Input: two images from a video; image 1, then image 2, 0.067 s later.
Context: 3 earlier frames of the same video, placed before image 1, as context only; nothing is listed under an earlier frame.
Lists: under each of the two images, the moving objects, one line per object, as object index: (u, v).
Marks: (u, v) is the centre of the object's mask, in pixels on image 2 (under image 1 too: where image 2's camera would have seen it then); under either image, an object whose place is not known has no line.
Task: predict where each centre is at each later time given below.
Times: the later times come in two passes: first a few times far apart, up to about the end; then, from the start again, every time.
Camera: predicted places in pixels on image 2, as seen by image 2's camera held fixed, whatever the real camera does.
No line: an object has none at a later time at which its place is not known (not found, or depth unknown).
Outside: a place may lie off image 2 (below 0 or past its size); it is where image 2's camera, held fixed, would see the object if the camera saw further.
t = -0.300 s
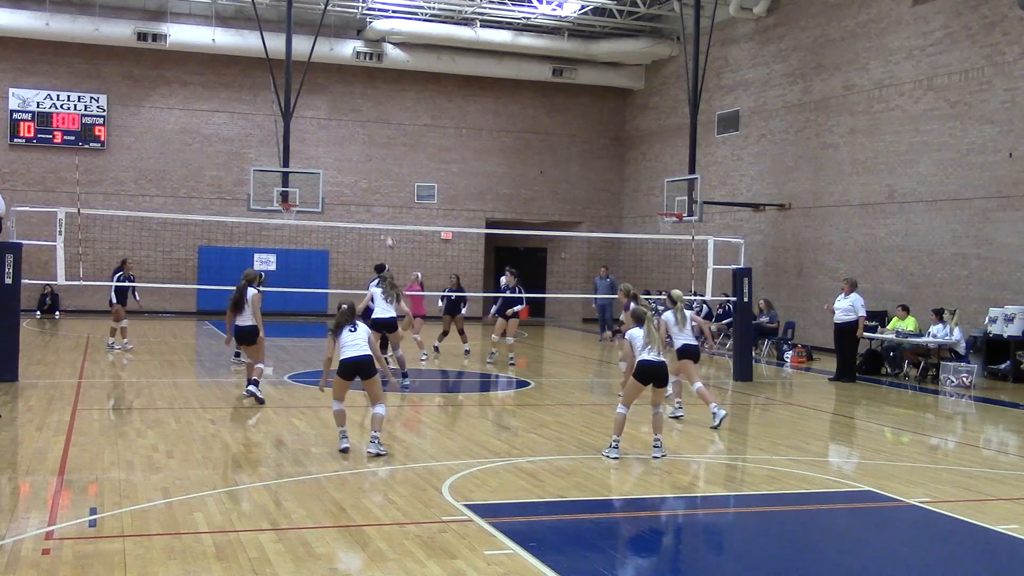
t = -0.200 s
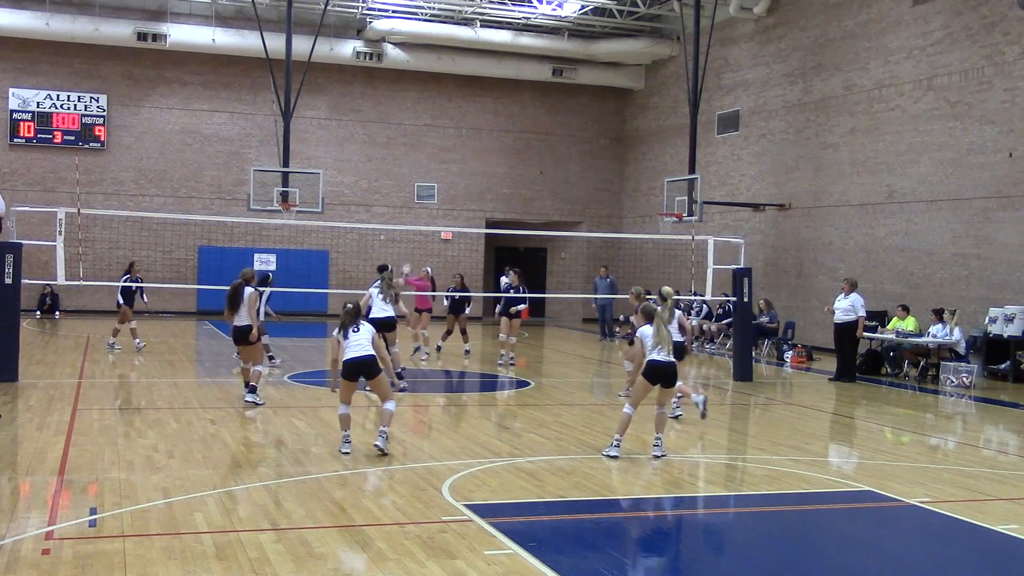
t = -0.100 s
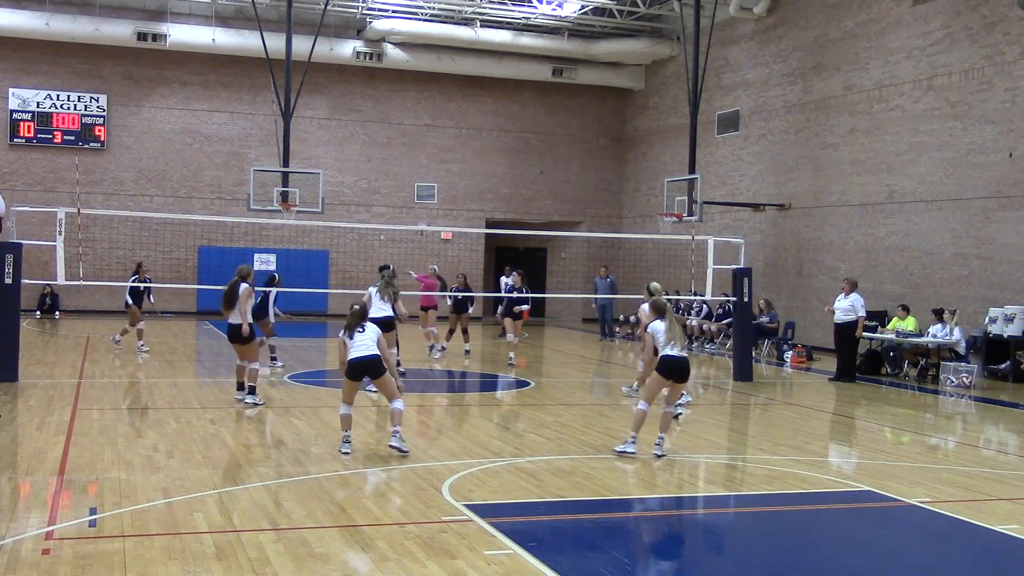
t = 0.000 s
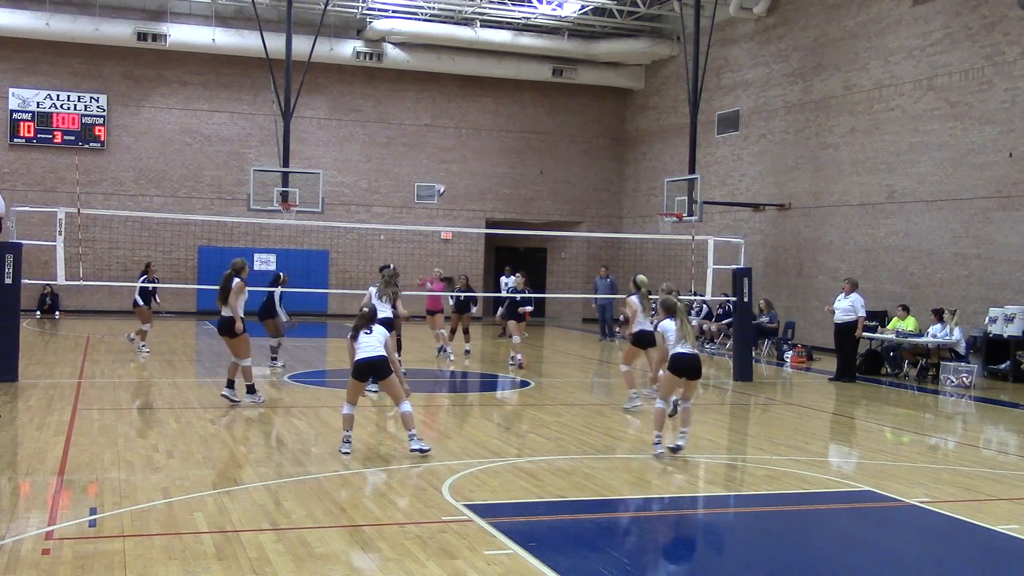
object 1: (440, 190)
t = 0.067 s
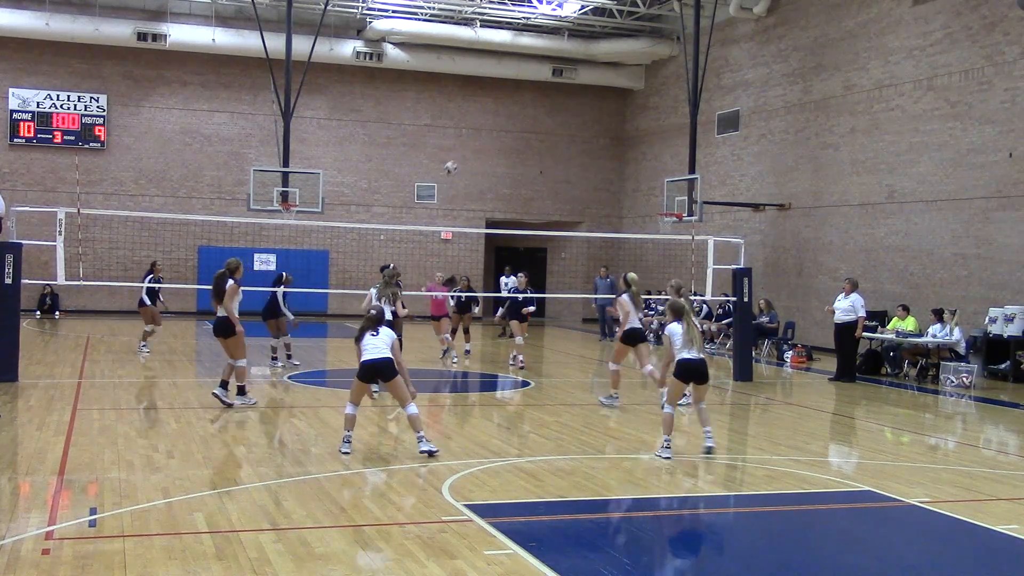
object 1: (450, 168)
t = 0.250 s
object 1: (484, 116)
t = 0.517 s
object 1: (535, 74)
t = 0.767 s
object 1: (587, 75)
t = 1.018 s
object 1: (642, 126)
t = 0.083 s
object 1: (454, 162)
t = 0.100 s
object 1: (457, 157)
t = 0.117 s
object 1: (460, 152)
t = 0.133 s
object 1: (463, 147)
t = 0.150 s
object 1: (466, 142)
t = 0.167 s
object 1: (469, 138)
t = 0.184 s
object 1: (472, 133)
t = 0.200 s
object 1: (476, 128)
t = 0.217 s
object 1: (478, 125)
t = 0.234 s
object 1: (481, 121)
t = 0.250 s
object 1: (484, 116)
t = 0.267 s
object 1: (487, 112)
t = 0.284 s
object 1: (490, 109)
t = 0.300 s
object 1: (493, 105)
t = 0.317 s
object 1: (497, 101)
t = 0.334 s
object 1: (500, 98)
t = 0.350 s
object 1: (503, 95)
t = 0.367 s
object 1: (506, 92)
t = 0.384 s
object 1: (509, 89)
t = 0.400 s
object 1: (512, 86)
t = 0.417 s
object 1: (516, 85)
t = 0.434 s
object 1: (519, 83)
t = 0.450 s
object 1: (522, 80)
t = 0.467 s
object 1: (526, 78)
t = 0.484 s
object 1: (529, 77)
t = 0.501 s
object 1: (532, 76)
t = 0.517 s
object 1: (535, 74)
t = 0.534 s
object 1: (539, 72)
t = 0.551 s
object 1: (543, 71)
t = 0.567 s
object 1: (546, 71)
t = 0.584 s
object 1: (549, 70)
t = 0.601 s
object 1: (553, 69)
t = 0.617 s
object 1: (556, 69)
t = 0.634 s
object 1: (559, 69)
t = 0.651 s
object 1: (561, 69)
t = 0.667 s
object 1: (566, 69)
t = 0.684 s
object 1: (569, 70)
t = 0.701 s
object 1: (572, 71)
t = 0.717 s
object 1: (576, 71)
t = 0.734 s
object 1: (579, 72)
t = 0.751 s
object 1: (583, 73)
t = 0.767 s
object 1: (587, 75)
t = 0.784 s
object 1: (591, 78)
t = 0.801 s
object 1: (594, 79)
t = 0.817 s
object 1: (598, 82)
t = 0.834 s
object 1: (602, 84)
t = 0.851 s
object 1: (605, 87)
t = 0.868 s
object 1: (609, 90)
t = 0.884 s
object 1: (612, 93)
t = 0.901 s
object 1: (616, 96)
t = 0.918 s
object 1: (620, 100)
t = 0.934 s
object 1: (624, 104)
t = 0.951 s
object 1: (627, 108)
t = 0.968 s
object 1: (631, 111)
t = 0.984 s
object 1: (635, 117)
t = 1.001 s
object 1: (639, 121)
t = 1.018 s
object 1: (642, 126)
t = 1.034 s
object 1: (646, 132)
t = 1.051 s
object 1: (651, 137)
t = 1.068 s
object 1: (654, 143)
